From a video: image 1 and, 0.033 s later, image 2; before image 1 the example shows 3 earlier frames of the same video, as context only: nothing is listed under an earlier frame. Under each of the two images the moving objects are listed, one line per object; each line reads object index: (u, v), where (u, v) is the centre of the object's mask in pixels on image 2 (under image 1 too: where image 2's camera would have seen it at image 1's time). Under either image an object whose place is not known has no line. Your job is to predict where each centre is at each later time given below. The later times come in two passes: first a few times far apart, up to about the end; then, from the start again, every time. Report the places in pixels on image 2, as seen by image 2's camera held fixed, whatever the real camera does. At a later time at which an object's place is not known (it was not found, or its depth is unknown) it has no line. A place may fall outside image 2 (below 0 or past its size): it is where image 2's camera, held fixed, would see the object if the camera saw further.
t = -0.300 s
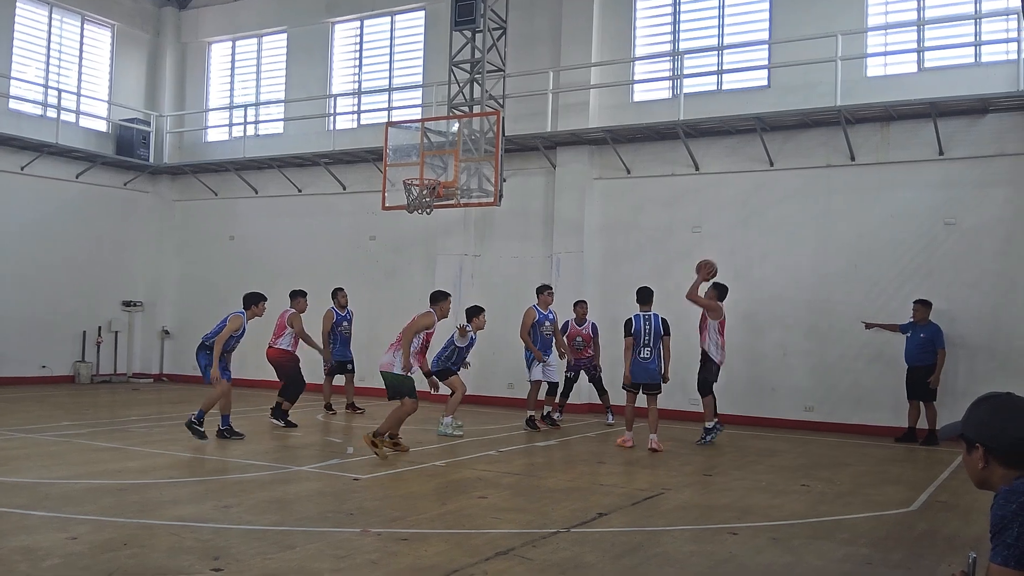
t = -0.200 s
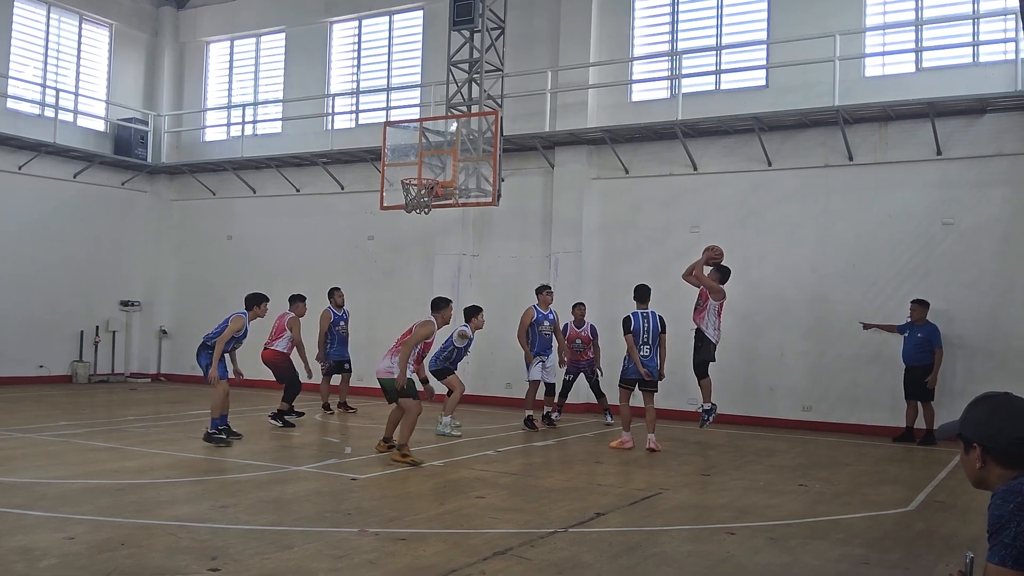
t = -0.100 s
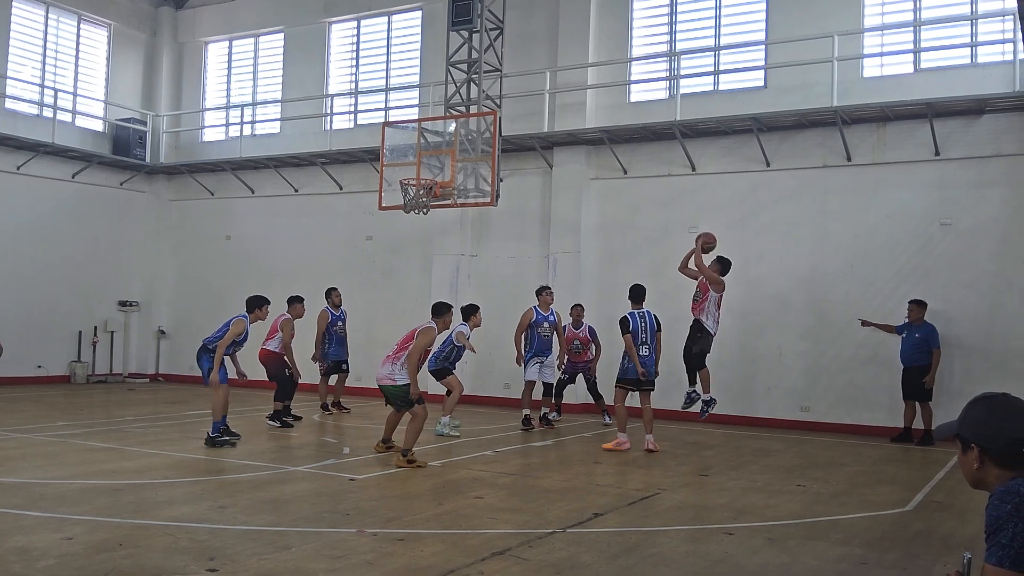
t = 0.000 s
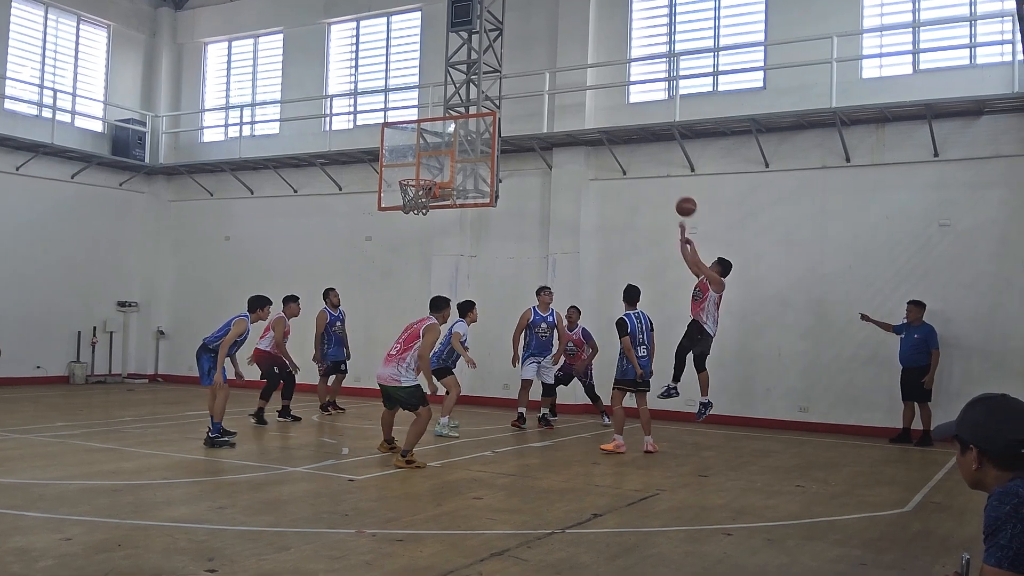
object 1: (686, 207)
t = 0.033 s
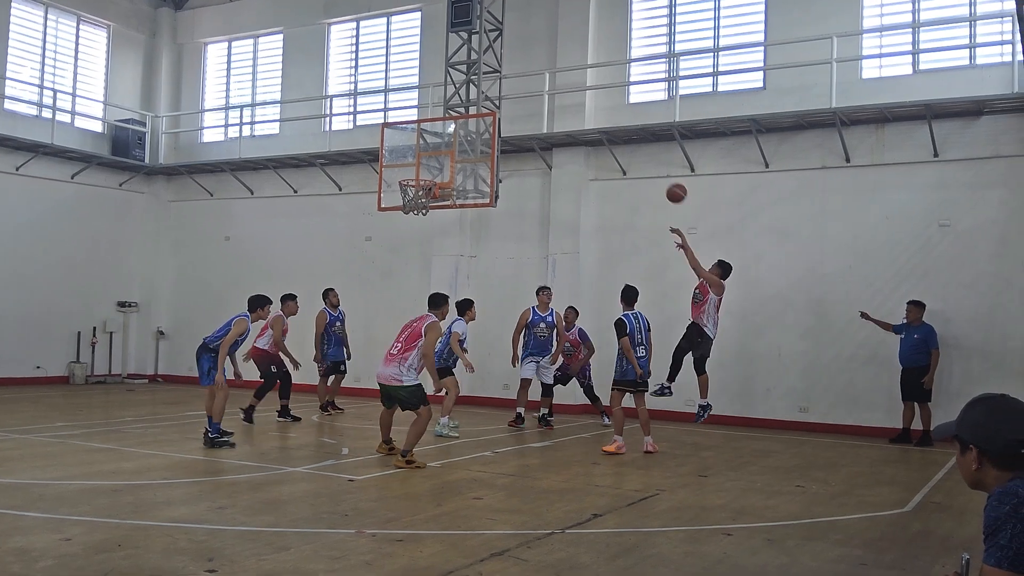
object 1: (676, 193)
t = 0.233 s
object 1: (622, 132)
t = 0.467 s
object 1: (560, 104)
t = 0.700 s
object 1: (501, 120)
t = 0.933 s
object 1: (446, 176)
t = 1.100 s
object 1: (482, 210)
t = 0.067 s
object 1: (667, 180)
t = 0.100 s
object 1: (658, 168)
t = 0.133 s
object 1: (648, 157)
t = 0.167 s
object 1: (639, 147)
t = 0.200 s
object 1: (631, 139)
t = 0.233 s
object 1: (622, 132)
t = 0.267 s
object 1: (612, 124)
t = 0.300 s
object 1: (603, 119)
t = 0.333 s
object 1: (594, 114)
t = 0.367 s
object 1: (586, 110)
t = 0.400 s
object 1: (577, 107)
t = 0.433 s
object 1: (568, 105)
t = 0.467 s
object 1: (560, 104)
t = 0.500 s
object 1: (551, 103)
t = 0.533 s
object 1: (542, 104)
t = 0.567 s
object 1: (534, 105)
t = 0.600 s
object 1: (526, 107)
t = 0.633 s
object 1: (518, 111)
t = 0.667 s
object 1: (510, 115)
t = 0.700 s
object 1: (501, 120)
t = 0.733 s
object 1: (493, 125)
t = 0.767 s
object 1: (485, 132)
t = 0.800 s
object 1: (477, 139)
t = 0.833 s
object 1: (470, 147)
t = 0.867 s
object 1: (461, 157)
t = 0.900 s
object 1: (454, 166)
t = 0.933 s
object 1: (446, 176)
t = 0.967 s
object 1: (446, 184)
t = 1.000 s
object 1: (454, 189)
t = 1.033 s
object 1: (463, 195)
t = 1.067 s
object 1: (472, 202)
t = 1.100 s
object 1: (482, 210)
